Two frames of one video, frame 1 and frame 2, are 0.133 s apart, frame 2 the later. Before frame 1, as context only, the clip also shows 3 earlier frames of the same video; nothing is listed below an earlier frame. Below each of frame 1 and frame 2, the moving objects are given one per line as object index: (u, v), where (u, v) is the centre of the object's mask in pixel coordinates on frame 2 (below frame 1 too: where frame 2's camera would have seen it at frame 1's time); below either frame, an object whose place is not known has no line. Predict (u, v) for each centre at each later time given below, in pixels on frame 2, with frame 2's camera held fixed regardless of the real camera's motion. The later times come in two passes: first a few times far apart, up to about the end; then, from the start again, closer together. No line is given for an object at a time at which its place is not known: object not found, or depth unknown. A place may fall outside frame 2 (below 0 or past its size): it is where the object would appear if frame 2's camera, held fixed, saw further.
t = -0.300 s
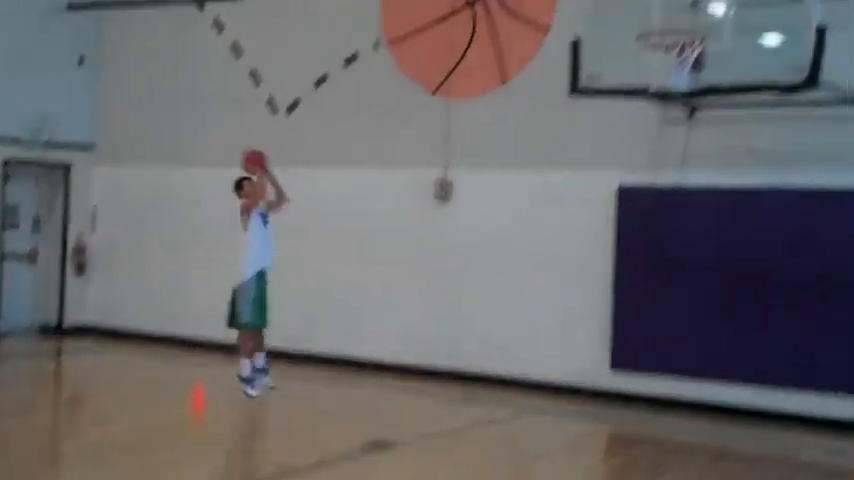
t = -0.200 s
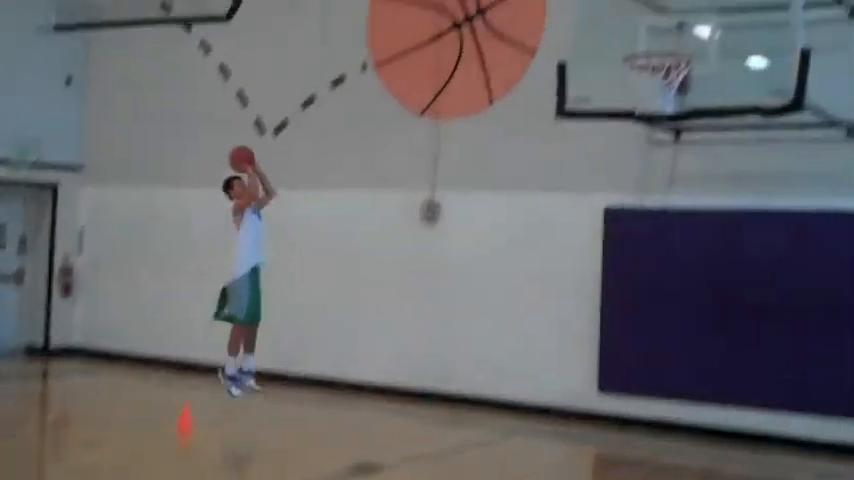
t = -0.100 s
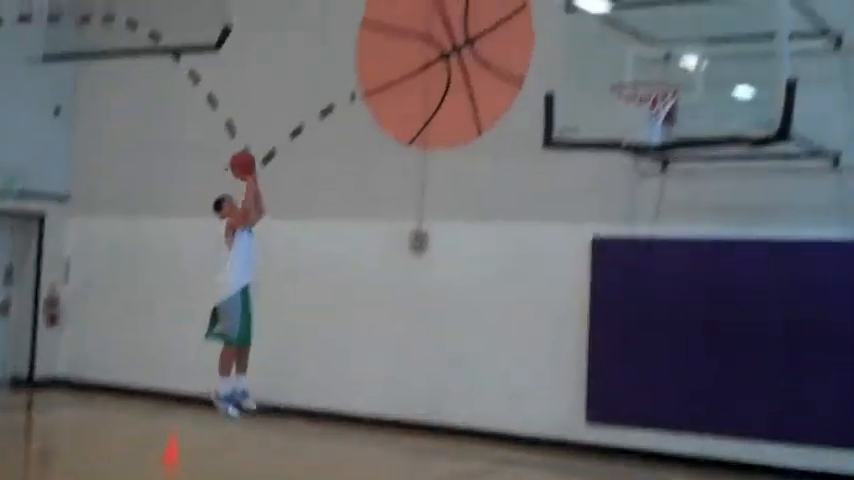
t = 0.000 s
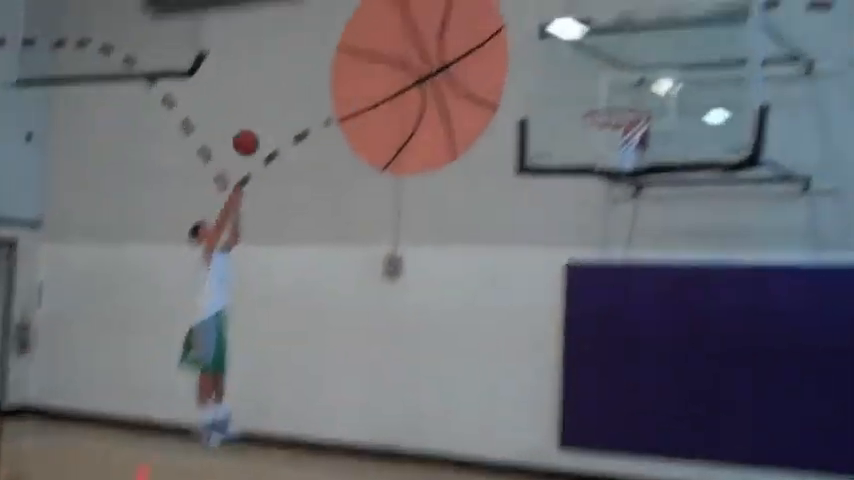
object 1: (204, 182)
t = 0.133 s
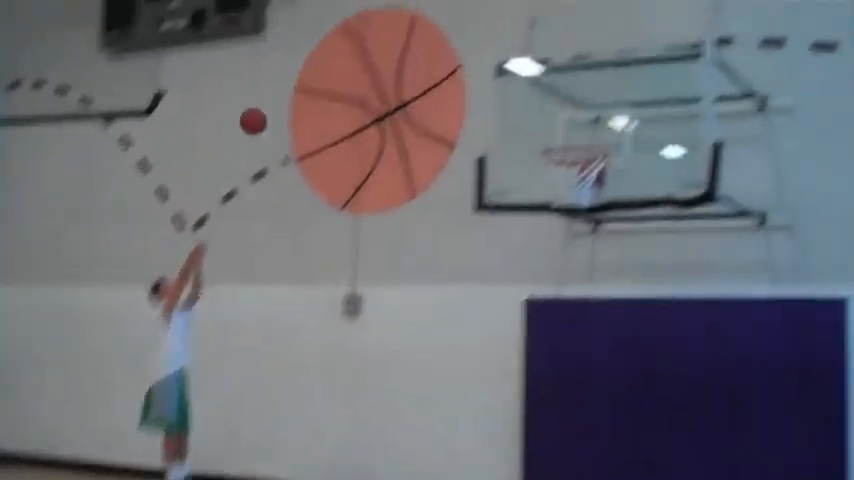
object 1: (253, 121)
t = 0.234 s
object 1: (289, 88)
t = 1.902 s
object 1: (392, 344)
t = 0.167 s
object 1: (265, 109)
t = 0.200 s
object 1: (277, 98)
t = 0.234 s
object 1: (289, 88)
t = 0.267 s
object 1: (302, 80)
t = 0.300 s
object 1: (314, 72)
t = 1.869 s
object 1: (399, 355)
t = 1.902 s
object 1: (392, 344)
